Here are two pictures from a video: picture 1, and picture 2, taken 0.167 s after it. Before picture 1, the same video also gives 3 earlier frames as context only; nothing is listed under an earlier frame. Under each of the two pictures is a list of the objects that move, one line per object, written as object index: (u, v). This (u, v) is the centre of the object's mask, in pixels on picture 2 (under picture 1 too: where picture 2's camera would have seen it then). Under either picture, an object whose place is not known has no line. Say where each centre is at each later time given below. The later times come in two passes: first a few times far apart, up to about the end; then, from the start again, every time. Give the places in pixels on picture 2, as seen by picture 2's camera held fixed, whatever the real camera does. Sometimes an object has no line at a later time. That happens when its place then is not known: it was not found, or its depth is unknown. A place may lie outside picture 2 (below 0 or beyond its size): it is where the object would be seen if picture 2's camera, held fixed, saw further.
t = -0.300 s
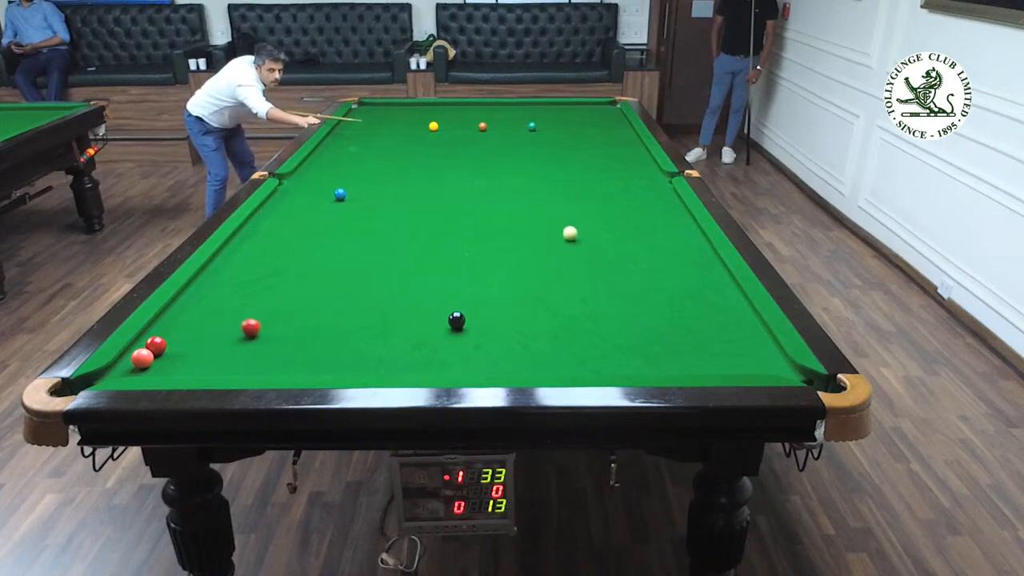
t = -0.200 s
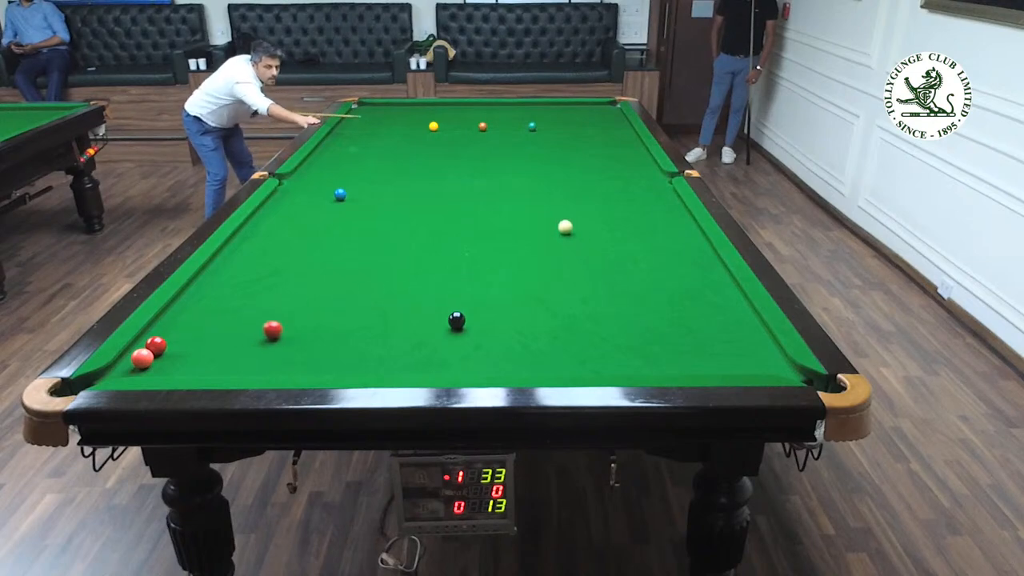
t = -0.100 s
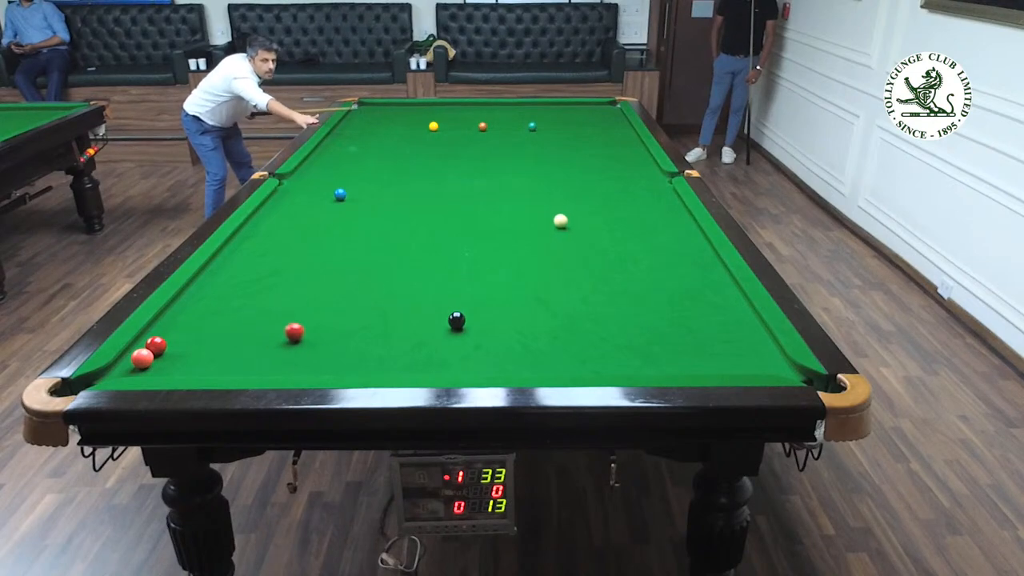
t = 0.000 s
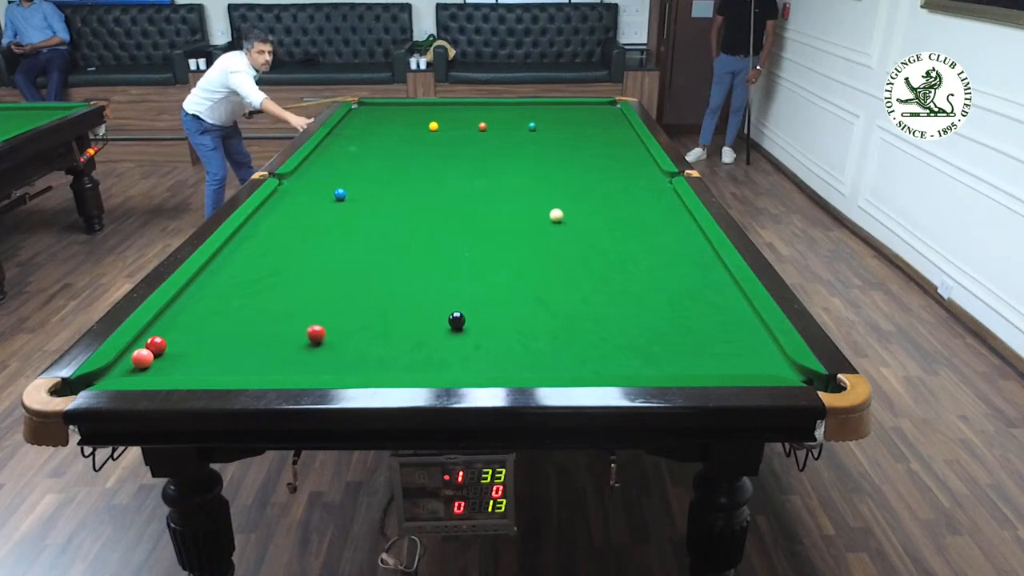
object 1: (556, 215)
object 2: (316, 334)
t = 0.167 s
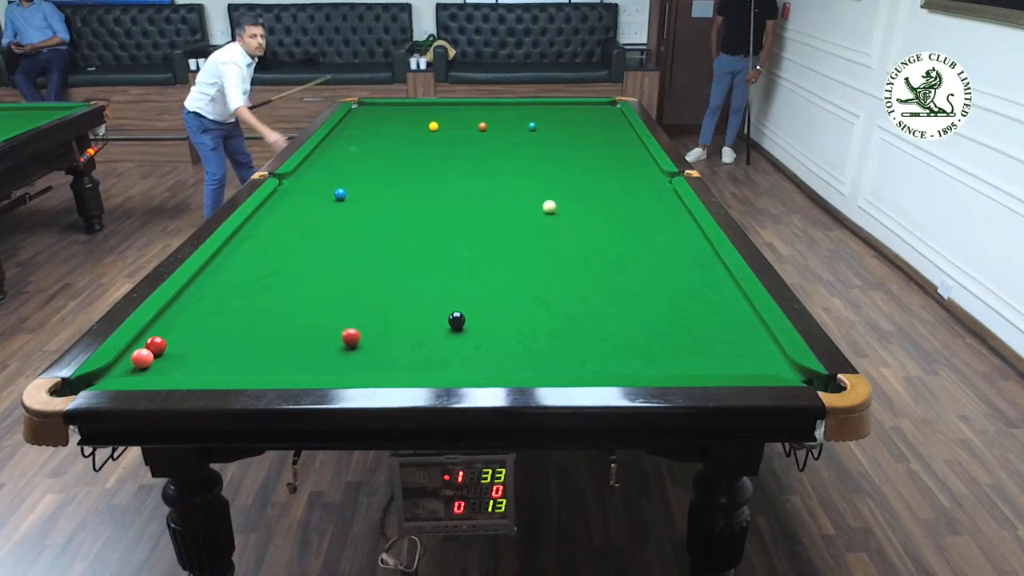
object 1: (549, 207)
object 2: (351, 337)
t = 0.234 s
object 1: (546, 204)
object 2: (365, 339)
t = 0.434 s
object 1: (539, 194)
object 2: (407, 343)
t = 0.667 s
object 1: (531, 185)
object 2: (456, 348)
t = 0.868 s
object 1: (525, 177)
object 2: (496, 352)
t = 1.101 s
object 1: (519, 169)
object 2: (543, 357)
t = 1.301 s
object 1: (514, 163)
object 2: (583, 360)
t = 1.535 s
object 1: (509, 157)
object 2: (627, 364)
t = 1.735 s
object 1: (505, 152)
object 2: (665, 366)
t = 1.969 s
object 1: (500, 147)
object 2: (706, 368)
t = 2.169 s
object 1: (497, 142)
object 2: (735, 367)
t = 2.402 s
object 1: (493, 138)
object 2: (768, 366)
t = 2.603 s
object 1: (491, 134)
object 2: (786, 367)
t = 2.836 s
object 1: (488, 131)
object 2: (774, 369)
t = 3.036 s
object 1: (487, 128)
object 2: (766, 368)
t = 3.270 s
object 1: (488, 127)
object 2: (760, 365)
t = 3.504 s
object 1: (489, 127)
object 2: (755, 363)
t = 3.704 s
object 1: (489, 126)
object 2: (752, 362)
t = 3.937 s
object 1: (490, 126)
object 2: (751, 361)
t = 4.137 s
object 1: (490, 126)
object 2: (751, 361)
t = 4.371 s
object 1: (490, 126)
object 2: (751, 361)
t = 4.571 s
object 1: (490, 126)
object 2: (751, 361)
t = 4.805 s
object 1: (490, 126)
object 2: (751, 361)
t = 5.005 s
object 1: (490, 126)
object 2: (751, 361)
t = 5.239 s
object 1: (490, 126)
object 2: (751, 361)
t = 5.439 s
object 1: (490, 126)
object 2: (751, 361)
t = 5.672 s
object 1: (490, 126)
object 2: (751, 361)
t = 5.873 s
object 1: (490, 126)
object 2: (751, 361)
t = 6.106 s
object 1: (490, 126)
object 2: (751, 361)
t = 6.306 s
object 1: (490, 126)
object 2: (751, 361)
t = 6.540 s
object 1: (490, 126)
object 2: (751, 361)
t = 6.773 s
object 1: (490, 126)
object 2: (751, 361)
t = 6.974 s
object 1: (490, 126)
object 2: (751, 361)
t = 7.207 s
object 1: (490, 126)
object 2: (751, 361)
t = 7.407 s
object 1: (490, 126)
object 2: (751, 361)
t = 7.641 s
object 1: (490, 126)
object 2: (751, 361)
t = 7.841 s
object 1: (490, 126)
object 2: (751, 361)
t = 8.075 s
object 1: (490, 126)
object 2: (751, 361)
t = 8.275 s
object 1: (490, 126)
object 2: (751, 361)
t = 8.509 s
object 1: (490, 126)
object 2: (751, 361)
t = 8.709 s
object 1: (490, 126)
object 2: (751, 361)
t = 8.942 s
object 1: (490, 126)
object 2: (751, 361)
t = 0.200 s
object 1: (548, 205)
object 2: (358, 338)
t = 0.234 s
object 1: (546, 204)
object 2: (365, 339)
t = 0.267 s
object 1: (545, 202)
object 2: (372, 339)
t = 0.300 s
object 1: (544, 200)
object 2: (379, 340)
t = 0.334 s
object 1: (543, 199)
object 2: (386, 341)
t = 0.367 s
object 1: (542, 197)
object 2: (393, 341)
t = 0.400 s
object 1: (540, 196)
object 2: (400, 342)
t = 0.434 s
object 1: (539, 194)
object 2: (407, 343)
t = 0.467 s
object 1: (538, 193)
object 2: (414, 343)
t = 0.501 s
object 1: (537, 191)
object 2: (421, 344)
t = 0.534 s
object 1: (536, 190)
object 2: (428, 345)
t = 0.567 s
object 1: (535, 189)
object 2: (435, 346)
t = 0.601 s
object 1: (534, 187)
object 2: (442, 347)
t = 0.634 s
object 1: (533, 186)
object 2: (448, 347)
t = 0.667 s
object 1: (531, 185)
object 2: (456, 348)
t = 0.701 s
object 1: (531, 183)
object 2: (462, 348)
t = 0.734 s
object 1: (530, 182)
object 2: (469, 349)
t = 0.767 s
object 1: (529, 181)
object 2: (476, 350)
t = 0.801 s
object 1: (527, 179)
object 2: (483, 351)
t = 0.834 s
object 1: (526, 178)
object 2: (490, 351)
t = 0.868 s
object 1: (525, 177)
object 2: (496, 352)
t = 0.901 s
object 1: (524, 176)
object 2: (503, 353)
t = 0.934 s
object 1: (524, 175)
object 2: (510, 353)
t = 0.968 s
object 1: (523, 174)
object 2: (517, 354)
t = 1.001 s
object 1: (522, 173)
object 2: (523, 355)
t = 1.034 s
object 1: (521, 171)
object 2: (530, 355)
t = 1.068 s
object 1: (520, 170)
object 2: (537, 356)
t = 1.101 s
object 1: (519, 169)
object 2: (543, 357)
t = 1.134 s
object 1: (518, 168)
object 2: (550, 357)
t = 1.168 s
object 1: (517, 167)
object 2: (557, 358)
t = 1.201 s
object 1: (517, 166)
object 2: (563, 359)
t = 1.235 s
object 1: (516, 165)
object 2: (570, 359)
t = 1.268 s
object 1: (515, 164)
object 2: (576, 360)
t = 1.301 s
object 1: (514, 163)
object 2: (583, 360)
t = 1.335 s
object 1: (513, 162)
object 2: (589, 361)
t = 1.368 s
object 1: (513, 161)
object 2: (595, 362)
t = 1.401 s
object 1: (512, 161)
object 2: (602, 362)
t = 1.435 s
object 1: (511, 160)
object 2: (608, 363)
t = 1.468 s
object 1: (510, 159)
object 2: (615, 363)
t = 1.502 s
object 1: (510, 158)
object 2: (621, 363)
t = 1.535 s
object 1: (509, 157)
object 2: (627, 364)
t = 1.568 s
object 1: (508, 156)
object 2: (634, 364)
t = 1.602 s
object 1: (507, 155)
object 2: (640, 365)
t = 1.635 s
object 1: (507, 154)
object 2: (646, 365)
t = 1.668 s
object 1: (506, 154)
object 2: (653, 366)
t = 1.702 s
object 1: (505, 153)
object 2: (659, 366)
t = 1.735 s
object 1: (505, 152)
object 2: (665, 366)
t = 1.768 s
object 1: (504, 151)
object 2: (671, 367)
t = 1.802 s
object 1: (503, 150)
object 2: (677, 367)
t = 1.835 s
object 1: (503, 150)
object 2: (683, 367)
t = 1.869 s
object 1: (502, 149)
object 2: (689, 368)
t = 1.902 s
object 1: (502, 148)
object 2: (695, 368)
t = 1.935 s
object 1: (501, 147)
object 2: (701, 368)
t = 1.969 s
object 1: (500, 147)
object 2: (706, 368)
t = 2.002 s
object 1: (500, 146)
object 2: (711, 368)
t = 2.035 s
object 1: (499, 145)
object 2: (716, 367)
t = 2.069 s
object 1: (499, 144)
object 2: (721, 367)
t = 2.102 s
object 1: (498, 144)
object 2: (725, 367)
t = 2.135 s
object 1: (498, 143)
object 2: (730, 367)
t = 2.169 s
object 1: (497, 142)
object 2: (735, 367)
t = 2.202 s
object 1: (497, 142)
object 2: (740, 367)
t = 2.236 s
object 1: (496, 141)
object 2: (744, 367)
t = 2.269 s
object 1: (496, 140)
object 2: (749, 366)
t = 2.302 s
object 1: (495, 140)
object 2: (754, 366)
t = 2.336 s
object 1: (495, 139)
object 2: (759, 366)
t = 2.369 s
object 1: (494, 138)
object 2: (763, 366)
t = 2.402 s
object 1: (493, 138)
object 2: (768, 366)
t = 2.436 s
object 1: (493, 137)
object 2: (772, 366)
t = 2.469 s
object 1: (493, 137)
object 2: (777, 366)
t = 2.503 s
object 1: (492, 136)
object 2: (781, 366)
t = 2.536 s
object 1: (492, 135)
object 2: (786, 367)
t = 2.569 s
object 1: (491, 135)
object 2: (788, 367)
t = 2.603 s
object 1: (491, 134)
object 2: (786, 367)
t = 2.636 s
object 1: (490, 134)
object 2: (784, 367)
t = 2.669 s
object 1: (490, 133)
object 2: (782, 368)
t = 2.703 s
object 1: (489, 133)
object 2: (781, 368)
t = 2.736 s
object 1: (489, 132)
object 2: (779, 368)
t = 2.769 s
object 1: (488, 132)
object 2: (777, 369)
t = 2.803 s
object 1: (488, 131)
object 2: (776, 369)
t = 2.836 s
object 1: (488, 131)
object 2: (774, 369)
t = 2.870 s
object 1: (487, 130)
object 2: (772, 369)
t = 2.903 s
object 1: (487, 129)
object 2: (771, 369)
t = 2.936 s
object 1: (486, 129)
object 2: (770, 368)
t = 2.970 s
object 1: (486, 129)
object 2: (769, 368)
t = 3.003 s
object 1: (486, 128)
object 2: (768, 368)
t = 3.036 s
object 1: (487, 128)
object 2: (766, 368)
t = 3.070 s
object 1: (487, 128)
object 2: (765, 367)
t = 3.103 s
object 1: (487, 128)
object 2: (764, 367)
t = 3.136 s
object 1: (487, 128)
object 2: (763, 366)
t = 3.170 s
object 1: (487, 128)
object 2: (762, 366)
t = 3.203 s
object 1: (488, 128)
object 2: (762, 366)
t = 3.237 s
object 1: (488, 127)
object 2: (760, 366)
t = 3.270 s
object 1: (488, 127)
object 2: (760, 365)
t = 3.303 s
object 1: (488, 127)
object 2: (759, 365)
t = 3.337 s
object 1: (488, 127)
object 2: (759, 364)
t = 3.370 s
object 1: (488, 127)
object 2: (758, 364)
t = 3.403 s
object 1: (489, 127)
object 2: (757, 364)
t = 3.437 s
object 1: (489, 127)
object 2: (756, 364)
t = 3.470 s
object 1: (489, 127)
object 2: (756, 363)
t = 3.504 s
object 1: (489, 127)
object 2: (755, 363)
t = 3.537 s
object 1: (489, 126)
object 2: (755, 363)
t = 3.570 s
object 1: (489, 126)
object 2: (754, 363)
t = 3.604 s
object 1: (489, 126)
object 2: (754, 363)
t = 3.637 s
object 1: (489, 126)
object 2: (753, 362)
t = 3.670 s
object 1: (489, 126)
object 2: (753, 362)
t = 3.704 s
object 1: (489, 126)
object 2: (752, 362)
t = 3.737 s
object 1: (490, 126)
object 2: (752, 362)
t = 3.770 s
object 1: (490, 126)
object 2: (752, 362)
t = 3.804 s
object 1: (490, 126)
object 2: (752, 361)
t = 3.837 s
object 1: (490, 126)
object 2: (752, 361)
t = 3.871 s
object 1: (490, 126)
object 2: (751, 361)
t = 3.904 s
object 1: (490, 126)
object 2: (752, 361)
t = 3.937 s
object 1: (490, 126)
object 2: (751, 361)
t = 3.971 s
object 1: (490, 126)
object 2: (751, 361)
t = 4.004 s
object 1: (490, 126)
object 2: (751, 361)
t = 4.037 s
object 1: (490, 126)
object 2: (751, 361)
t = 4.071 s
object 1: (490, 126)
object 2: (751, 361)
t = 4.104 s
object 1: (490, 126)
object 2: (751, 361)
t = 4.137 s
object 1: (490, 126)
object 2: (751, 361)
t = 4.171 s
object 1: (490, 126)
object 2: (751, 361)
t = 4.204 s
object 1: (490, 126)
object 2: (751, 361)
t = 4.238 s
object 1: (490, 126)
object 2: (751, 361)
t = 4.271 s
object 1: (490, 126)
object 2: (751, 361)
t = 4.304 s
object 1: (490, 126)
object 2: (751, 361)
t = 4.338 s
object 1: (490, 126)
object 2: (751, 361)
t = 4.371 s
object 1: (490, 126)
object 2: (751, 361)
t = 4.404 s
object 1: (490, 126)
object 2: (751, 361)
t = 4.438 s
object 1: (490, 126)
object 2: (751, 361)
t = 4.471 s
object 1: (490, 126)
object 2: (751, 361)
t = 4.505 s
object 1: (490, 126)
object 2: (751, 361)
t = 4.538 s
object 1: (490, 126)
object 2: (751, 361)
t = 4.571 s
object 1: (490, 126)
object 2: (751, 361)
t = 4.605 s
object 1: (490, 126)
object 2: (751, 361)
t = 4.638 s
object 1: (490, 126)
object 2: (751, 361)
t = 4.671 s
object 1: (490, 126)
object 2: (751, 361)
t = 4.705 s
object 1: (490, 126)
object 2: (751, 361)
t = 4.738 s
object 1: (490, 126)
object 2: (751, 361)
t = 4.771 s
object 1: (490, 126)
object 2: (751, 361)
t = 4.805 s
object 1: (490, 126)
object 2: (751, 361)
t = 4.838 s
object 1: (490, 126)
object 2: (751, 361)
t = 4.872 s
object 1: (490, 126)
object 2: (751, 361)
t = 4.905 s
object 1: (490, 126)
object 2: (751, 361)
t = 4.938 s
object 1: (490, 126)
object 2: (751, 361)
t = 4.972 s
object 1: (490, 126)
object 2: (751, 361)
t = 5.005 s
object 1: (490, 126)
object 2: (751, 361)
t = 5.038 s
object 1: (490, 126)
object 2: (751, 361)
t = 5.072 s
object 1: (490, 126)
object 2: (751, 361)
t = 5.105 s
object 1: (490, 126)
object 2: (751, 361)
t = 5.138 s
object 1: (490, 126)
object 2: (751, 361)
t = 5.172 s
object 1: (490, 126)
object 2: (751, 361)
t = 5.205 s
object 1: (490, 126)
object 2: (751, 361)
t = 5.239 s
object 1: (490, 126)
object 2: (751, 361)
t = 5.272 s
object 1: (490, 126)
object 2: (751, 361)
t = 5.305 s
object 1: (490, 126)
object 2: (751, 361)
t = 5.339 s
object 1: (490, 126)
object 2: (751, 361)
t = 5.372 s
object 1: (490, 126)
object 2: (752, 361)
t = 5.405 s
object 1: (490, 126)
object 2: (752, 361)
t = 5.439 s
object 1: (490, 126)
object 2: (751, 361)
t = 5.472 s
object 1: (490, 126)
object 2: (751, 361)
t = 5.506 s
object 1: (490, 126)
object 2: (751, 361)
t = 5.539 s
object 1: (490, 126)
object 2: (751, 361)
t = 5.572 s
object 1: (490, 126)
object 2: (751, 361)
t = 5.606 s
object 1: (490, 126)
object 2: (751, 361)
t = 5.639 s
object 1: (490, 126)
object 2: (751, 361)
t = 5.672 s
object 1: (490, 126)
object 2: (751, 361)
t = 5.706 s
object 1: (490, 126)
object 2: (751, 361)
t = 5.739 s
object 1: (490, 126)
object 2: (751, 361)
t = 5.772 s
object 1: (490, 126)
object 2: (751, 361)
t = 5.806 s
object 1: (490, 126)
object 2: (751, 361)
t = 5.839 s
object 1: (490, 126)
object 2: (751, 361)
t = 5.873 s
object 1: (490, 126)
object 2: (751, 361)
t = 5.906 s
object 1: (490, 126)
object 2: (751, 361)
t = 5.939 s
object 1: (490, 126)
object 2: (751, 361)
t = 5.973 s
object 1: (490, 126)
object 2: (751, 361)
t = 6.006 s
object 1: (490, 126)
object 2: (751, 361)
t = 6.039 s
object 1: (490, 126)
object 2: (751, 361)
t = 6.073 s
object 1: (490, 126)
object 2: (751, 361)
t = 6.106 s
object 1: (490, 126)
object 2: (751, 361)
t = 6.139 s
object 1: (490, 126)
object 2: (751, 361)
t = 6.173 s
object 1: (490, 126)
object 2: (751, 361)
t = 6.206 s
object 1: (490, 126)
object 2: (751, 361)
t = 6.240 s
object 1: (490, 126)
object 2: (751, 361)
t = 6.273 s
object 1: (490, 126)
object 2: (751, 361)
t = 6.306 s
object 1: (490, 126)
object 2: (751, 361)
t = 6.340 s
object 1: (490, 126)
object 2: (751, 361)
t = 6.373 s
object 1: (490, 126)
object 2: (751, 361)
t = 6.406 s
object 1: (490, 126)
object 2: (751, 361)
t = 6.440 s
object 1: (490, 126)
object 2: (751, 361)
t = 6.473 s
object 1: (490, 126)
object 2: (751, 361)
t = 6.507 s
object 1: (490, 126)
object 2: (751, 361)
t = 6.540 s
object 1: (490, 126)
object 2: (751, 361)
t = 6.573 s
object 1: (490, 126)
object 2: (751, 361)
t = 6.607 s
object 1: (490, 126)
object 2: (751, 361)
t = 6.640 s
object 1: (490, 126)
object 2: (751, 361)
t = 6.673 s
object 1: (490, 126)
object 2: (751, 361)
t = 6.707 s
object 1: (490, 126)
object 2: (751, 361)
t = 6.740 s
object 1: (490, 126)
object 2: (751, 361)
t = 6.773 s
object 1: (490, 126)
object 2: (751, 361)
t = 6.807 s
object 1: (490, 126)
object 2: (751, 361)
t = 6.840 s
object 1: (490, 126)
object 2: (751, 361)
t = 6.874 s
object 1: (490, 126)
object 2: (751, 361)
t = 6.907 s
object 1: (490, 126)
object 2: (751, 361)
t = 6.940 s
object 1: (490, 126)
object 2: (751, 361)
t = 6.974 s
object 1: (490, 126)
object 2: (751, 361)
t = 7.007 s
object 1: (490, 126)
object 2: (751, 361)
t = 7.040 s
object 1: (490, 126)
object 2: (751, 361)
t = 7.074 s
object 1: (490, 126)
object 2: (751, 361)
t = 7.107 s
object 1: (490, 126)
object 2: (751, 361)
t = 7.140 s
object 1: (490, 126)
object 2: (751, 361)
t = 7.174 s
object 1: (490, 126)
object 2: (751, 361)
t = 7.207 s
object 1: (490, 126)
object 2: (751, 361)
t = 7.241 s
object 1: (490, 126)
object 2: (751, 361)
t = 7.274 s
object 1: (490, 126)
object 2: (751, 361)
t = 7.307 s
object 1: (490, 126)
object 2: (751, 361)
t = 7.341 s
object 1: (490, 126)
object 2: (751, 361)
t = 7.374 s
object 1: (490, 126)
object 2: (751, 361)
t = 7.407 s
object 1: (490, 126)
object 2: (751, 361)
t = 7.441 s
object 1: (490, 126)
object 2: (751, 361)
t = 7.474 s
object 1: (490, 126)
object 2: (751, 361)
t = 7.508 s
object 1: (490, 126)
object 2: (751, 361)
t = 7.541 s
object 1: (490, 126)
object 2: (751, 361)
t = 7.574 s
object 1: (490, 126)
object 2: (751, 361)
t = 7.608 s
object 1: (490, 126)
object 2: (751, 361)
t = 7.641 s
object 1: (490, 126)
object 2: (751, 361)
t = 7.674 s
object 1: (490, 126)
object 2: (751, 361)
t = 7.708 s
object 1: (490, 126)
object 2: (751, 361)
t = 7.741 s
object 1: (490, 126)
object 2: (751, 361)
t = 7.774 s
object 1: (490, 126)
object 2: (751, 361)
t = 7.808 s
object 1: (490, 126)
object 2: (751, 361)
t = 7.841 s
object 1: (490, 126)
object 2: (751, 361)
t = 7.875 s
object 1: (490, 126)
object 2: (751, 361)
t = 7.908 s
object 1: (490, 126)
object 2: (751, 361)
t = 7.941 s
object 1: (490, 126)
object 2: (751, 361)
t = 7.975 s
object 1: (490, 126)
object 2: (751, 361)
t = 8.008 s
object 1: (490, 126)
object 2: (751, 361)
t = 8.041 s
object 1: (490, 126)
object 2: (751, 361)
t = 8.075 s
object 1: (490, 126)
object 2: (751, 361)
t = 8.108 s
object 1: (490, 126)
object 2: (751, 361)
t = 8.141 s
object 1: (490, 126)
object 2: (751, 361)
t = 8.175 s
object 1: (490, 126)
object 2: (751, 361)
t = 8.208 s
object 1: (490, 126)
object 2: (751, 361)
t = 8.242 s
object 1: (490, 126)
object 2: (751, 361)
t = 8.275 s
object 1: (490, 126)
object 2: (751, 361)
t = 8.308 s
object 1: (490, 126)
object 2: (751, 361)
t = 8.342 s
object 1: (490, 126)
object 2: (751, 361)
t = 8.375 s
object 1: (490, 126)
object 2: (751, 361)
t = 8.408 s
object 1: (490, 126)
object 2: (751, 361)
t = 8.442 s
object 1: (490, 126)
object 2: (751, 361)
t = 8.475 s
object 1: (490, 126)
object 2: (751, 361)
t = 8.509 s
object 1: (490, 126)
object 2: (751, 361)
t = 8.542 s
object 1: (490, 126)
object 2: (751, 361)
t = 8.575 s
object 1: (490, 126)
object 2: (751, 361)
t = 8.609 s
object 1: (490, 126)
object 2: (751, 361)
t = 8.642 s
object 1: (490, 126)
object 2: (751, 361)
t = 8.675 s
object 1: (490, 126)
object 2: (751, 361)
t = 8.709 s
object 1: (490, 126)
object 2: (751, 361)
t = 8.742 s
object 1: (490, 126)
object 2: (751, 361)
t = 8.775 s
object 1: (490, 126)
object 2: (751, 361)
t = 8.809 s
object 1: (490, 126)
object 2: (751, 361)
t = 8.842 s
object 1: (490, 126)
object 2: (751, 361)
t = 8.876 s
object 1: (490, 126)
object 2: (751, 361)
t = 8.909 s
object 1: (490, 126)
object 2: (751, 361)
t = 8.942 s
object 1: (490, 126)
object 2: (751, 361)
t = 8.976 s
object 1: (490, 126)
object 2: (751, 361)
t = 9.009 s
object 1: (490, 126)
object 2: (751, 361)
